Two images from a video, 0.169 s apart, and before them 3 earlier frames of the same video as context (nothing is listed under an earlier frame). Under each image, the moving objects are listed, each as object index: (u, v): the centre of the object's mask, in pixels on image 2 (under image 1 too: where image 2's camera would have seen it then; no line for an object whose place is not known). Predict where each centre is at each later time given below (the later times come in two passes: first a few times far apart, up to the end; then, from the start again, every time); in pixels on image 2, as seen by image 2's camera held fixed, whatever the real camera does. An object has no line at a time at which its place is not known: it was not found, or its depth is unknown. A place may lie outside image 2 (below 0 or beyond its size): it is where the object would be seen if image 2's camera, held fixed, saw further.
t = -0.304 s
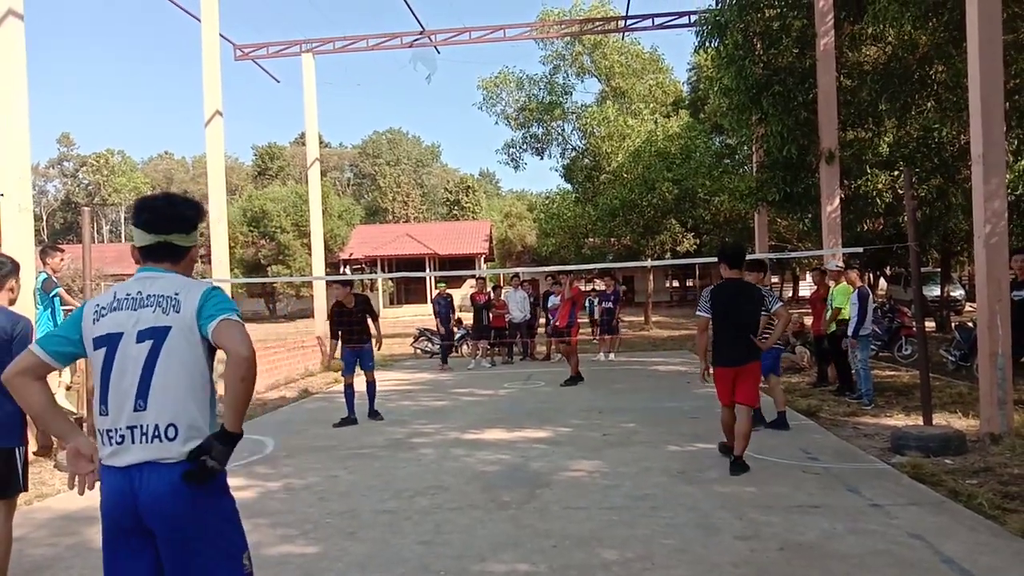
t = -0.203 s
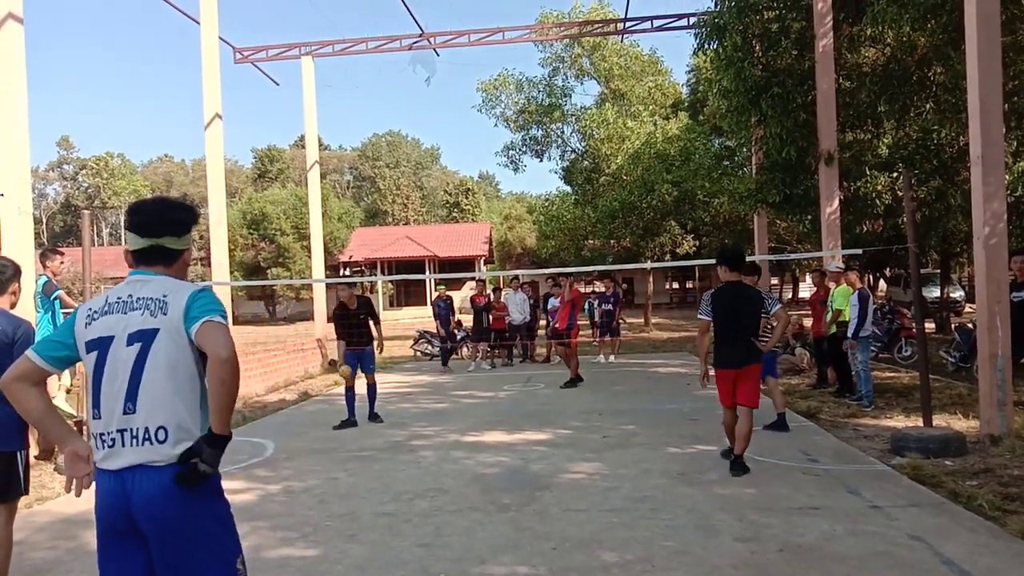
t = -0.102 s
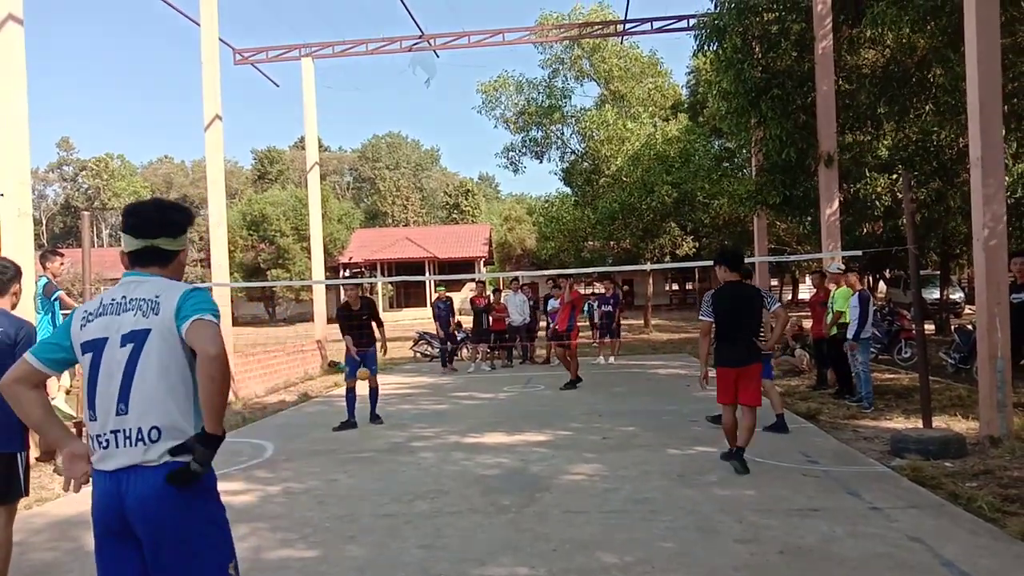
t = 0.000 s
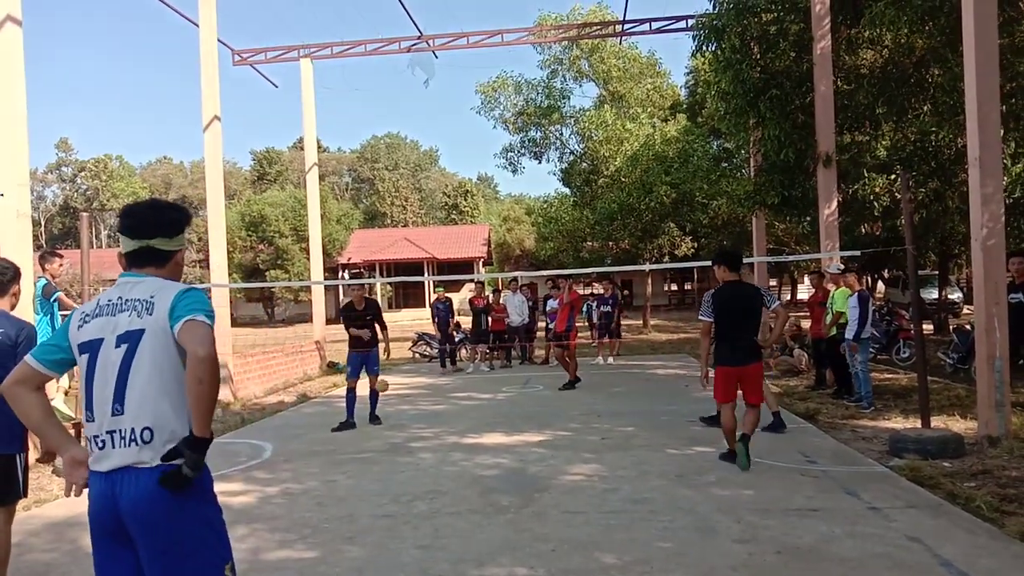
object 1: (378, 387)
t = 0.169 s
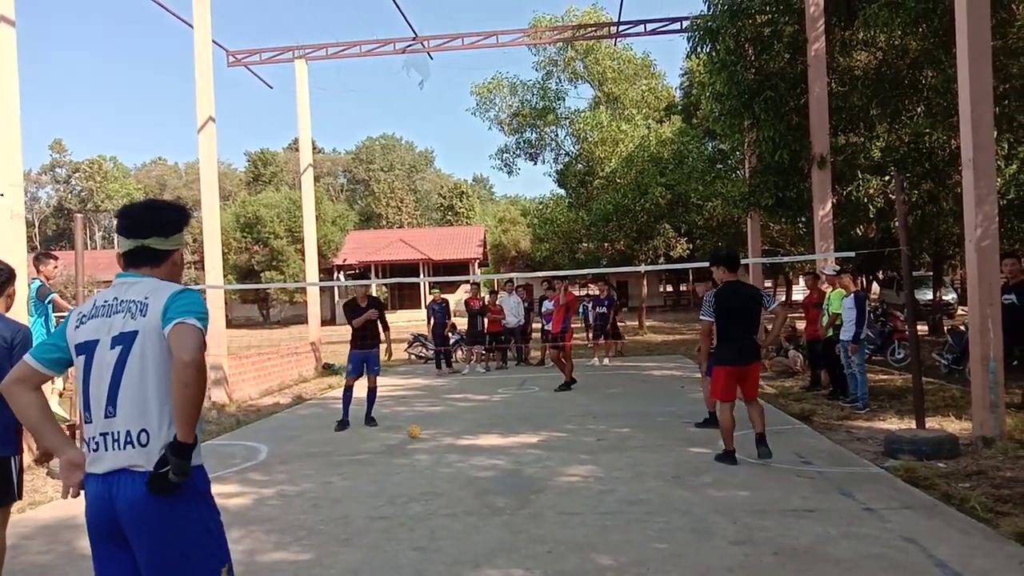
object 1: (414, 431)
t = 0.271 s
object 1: (429, 423)
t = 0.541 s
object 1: (466, 414)
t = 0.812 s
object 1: (501, 431)
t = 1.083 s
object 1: (531, 439)
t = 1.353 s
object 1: (566, 451)
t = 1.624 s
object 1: (602, 464)
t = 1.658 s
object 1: (606, 469)
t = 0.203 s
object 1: (421, 439)
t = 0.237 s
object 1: (425, 430)
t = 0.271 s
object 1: (429, 423)
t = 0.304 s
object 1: (433, 417)
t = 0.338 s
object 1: (437, 413)
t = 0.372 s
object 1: (442, 410)
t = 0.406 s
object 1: (446, 409)
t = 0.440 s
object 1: (451, 408)
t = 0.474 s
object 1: (457, 409)
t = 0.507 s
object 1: (461, 411)
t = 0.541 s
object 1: (466, 414)
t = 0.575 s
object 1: (470, 419)
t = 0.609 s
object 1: (476, 425)
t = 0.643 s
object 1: (481, 432)
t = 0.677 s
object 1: (486, 441)
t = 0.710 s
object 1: (493, 452)
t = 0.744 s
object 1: (495, 443)
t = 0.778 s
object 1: (498, 436)
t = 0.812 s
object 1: (501, 431)
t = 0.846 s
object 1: (505, 427)
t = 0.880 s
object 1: (509, 424)
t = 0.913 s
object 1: (513, 421)
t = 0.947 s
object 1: (516, 423)
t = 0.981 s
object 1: (519, 424)
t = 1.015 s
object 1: (523, 428)
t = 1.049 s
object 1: (527, 433)
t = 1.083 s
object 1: (531, 439)
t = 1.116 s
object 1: (535, 446)
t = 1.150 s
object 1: (539, 457)
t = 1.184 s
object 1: (544, 456)
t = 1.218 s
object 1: (548, 452)
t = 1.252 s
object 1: (552, 450)
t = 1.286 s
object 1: (557, 450)
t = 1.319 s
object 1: (561, 450)
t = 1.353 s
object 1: (566, 451)
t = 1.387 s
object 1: (570, 456)
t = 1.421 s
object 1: (576, 461)
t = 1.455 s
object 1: (580, 465)
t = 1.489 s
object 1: (584, 462)
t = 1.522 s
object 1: (590, 460)
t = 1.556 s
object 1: (593, 460)
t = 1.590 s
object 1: (598, 461)
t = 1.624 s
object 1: (602, 464)
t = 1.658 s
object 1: (606, 469)
